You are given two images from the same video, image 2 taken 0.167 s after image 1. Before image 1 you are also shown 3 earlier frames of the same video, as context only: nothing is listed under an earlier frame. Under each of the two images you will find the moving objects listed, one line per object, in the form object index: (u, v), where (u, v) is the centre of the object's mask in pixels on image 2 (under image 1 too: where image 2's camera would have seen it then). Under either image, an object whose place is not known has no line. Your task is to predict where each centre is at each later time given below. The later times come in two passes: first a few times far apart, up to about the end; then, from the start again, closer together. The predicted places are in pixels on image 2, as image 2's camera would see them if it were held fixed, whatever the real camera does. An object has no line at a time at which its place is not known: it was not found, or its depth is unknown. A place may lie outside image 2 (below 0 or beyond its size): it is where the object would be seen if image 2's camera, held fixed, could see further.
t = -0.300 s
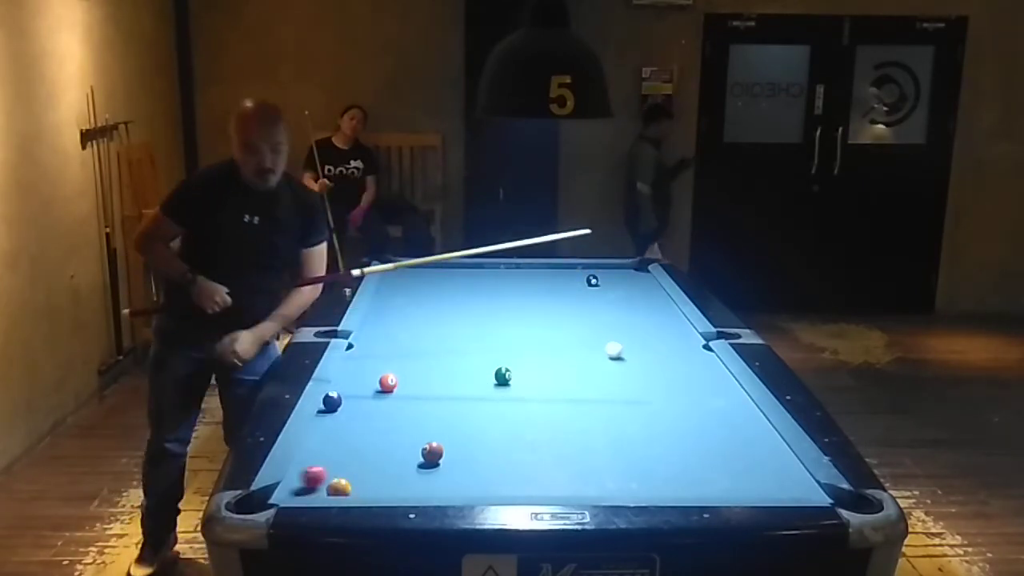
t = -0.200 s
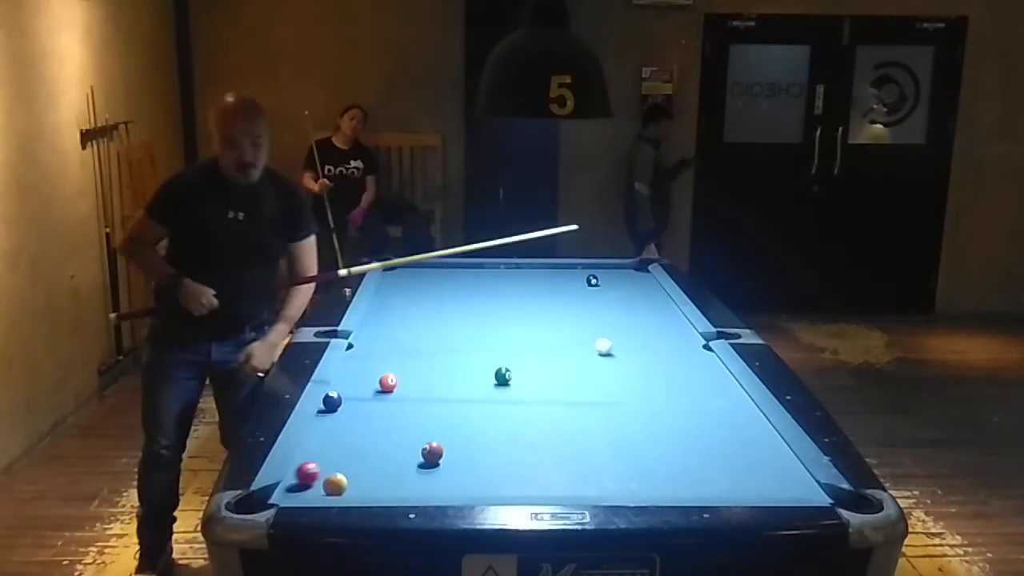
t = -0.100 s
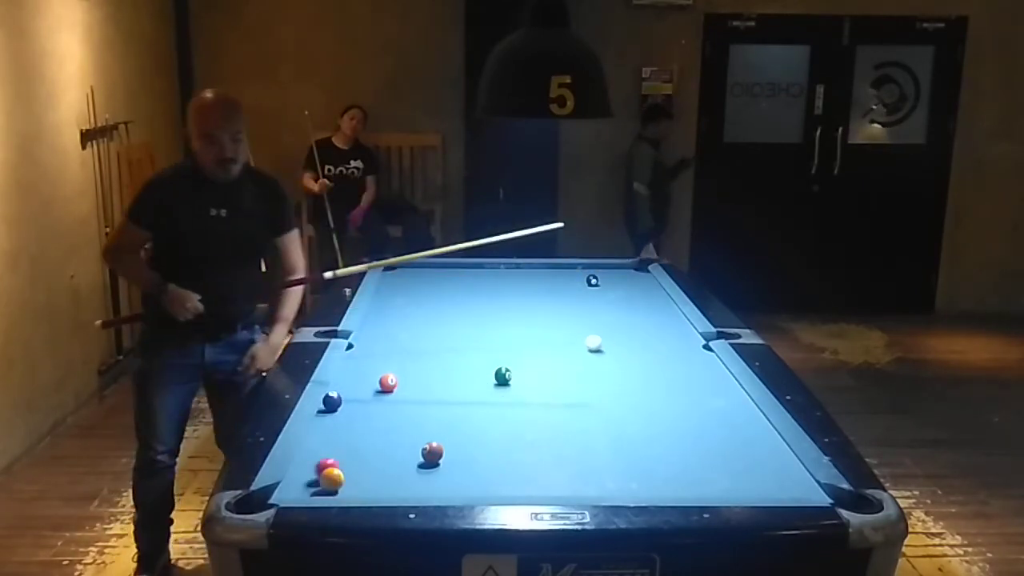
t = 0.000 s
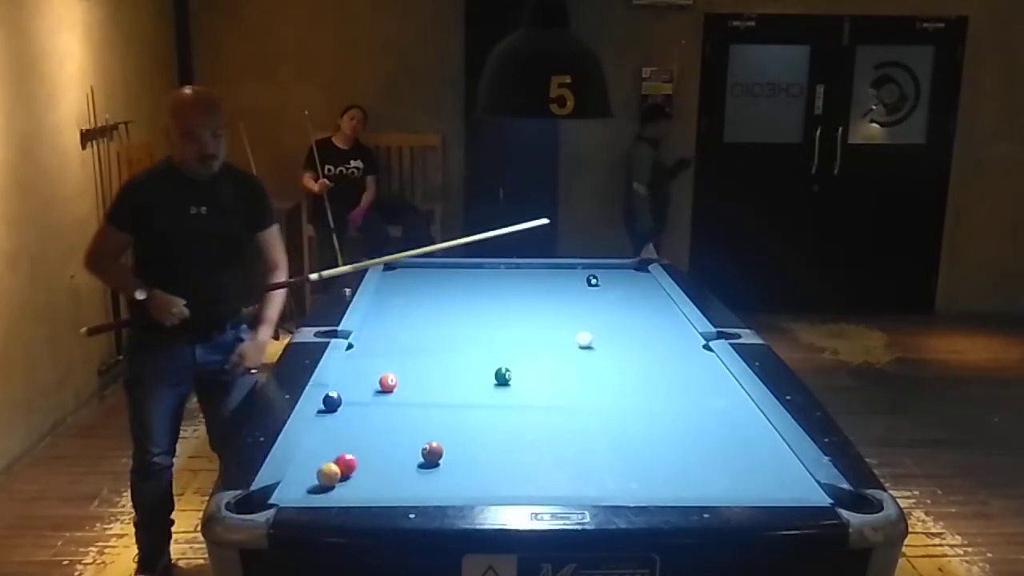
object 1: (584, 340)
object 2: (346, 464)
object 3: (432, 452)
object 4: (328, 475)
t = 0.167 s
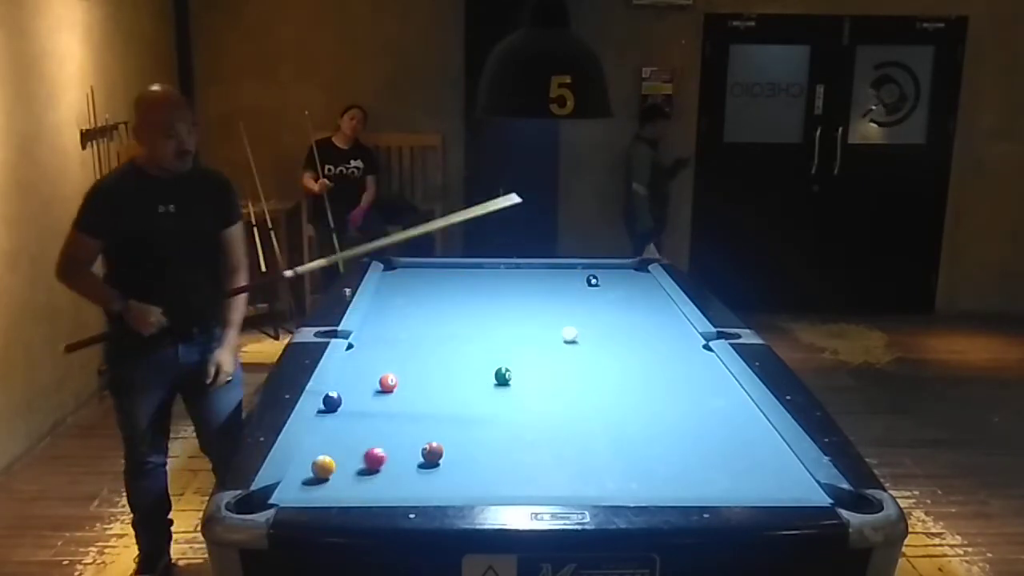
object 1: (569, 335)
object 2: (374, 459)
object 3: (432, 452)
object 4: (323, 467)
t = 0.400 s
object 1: (550, 328)
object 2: (411, 450)
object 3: (433, 452)
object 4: (316, 457)
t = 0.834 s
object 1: (519, 317)
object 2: (437, 435)
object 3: (464, 455)
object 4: (316, 445)
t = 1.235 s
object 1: (494, 308)
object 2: (455, 424)
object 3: (488, 457)
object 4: (325, 439)
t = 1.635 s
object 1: (474, 301)
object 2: (470, 415)
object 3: (505, 458)
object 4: (329, 436)
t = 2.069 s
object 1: (455, 294)
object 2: (483, 408)
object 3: (518, 459)
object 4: (330, 434)
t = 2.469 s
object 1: (441, 288)
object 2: (491, 404)
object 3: (525, 459)
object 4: (330, 434)
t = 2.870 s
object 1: (430, 284)
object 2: (496, 401)
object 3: (526, 459)
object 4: (330, 434)
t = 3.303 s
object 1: (421, 280)
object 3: (526, 459)
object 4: (330, 434)
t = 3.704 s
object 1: (414, 278)
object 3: (526, 459)
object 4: (330, 434)
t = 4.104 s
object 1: (409, 276)
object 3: (526, 459)
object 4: (330, 434)
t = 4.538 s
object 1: (406, 275)
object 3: (526, 459)
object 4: (330, 434)
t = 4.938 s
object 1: (404, 274)
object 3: (526, 459)
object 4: (330, 434)
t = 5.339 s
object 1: (404, 274)
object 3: (526, 459)
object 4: (330, 434)
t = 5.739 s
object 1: (404, 274)
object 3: (526, 459)
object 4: (330, 434)
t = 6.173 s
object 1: (404, 274)
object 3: (526, 459)
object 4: (330, 434)
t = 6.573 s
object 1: (404, 274)
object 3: (526, 459)
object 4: (330, 434)
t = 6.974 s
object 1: (404, 274)
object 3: (526, 459)
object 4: (330, 434)
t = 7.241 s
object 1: (404, 274)
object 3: (526, 459)
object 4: (330, 434)
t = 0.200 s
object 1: (566, 333)
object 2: (379, 457)
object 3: (432, 452)
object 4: (322, 465)
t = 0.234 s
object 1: (563, 332)
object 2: (385, 456)
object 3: (432, 452)
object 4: (321, 464)
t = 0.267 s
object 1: (561, 332)
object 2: (391, 455)
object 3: (432, 452)
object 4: (320, 462)
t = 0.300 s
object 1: (558, 330)
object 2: (396, 454)
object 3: (432, 452)
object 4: (319, 461)
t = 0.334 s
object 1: (555, 330)
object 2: (401, 453)
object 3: (432, 452)
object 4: (318, 460)
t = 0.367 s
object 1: (553, 329)
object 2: (406, 452)
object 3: (432, 452)
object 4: (317, 459)
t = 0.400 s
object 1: (550, 328)
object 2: (411, 450)
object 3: (433, 452)
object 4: (316, 457)
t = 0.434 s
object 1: (547, 327)
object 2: (413, 449)
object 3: (435, 452)
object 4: (316, 456)
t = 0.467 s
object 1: (545, 326)
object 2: (415, 448)
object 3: (438, 452)
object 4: (314, 455)
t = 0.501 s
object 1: (543, 325)
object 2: (417, 446)
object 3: (441, 453)
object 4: (314, 453)
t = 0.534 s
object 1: (540, 324)
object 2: (419, 445)
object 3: (443, 453)
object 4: (313, 452)
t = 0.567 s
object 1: (537, 323)
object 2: (421, 444)
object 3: (446, 453)
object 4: (312, 451)
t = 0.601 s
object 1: (535, 322)
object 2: (424, 443)
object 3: (448, 453)
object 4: (311, 450)
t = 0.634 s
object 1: (533, 321)
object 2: (426, 441)
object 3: (451, 454)
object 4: (310, 449)
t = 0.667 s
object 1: (530, 321)
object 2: (427, 440)
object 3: (453, 454)
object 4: (311, 448)
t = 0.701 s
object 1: (528, 320)
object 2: (429, 439)
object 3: (455, 454)
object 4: (312, 448)
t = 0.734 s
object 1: (525, 319)
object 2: (431, 438)
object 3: (458, 454)
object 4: (313, 447)
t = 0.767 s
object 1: (523, 318)
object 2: (433, 437)
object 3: (460, 454)
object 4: (314, 446)
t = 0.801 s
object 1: (521, 318)
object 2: (435, 436)
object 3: (462, 454)
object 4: (315, 446)
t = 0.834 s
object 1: (519, 317)
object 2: (437, 435)
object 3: (464, 455)
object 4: (316, 445)
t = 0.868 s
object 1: (516, 316)
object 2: (438, 434)
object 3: (467, 455)
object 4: (317, 444)
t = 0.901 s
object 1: (514, 315)
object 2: (440, 433)
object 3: (469, 455)
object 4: (318, 444)
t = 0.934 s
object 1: (512, 314)
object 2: (442, 432)
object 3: (471, 455)
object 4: (319, 443)
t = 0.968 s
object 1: (510, 314)
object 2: (443, 431)
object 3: (473, 455)
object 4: (320, 443)
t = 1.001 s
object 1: (508, 313)
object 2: (445, 430)
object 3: (475, 455)
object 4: (321, 443)
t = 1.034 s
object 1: (506, 313)
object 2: (447, 429)
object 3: (477, 456)
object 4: (321, 442)
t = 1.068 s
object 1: (504, 311)
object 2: (448, 428)
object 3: (479, 456)
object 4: (322, 442)
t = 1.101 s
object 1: (502, 311)
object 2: (449, 427)
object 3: (481, 456)
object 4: (322, 441)
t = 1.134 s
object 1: (500, 310)
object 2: (451, 426)
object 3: (482, 456)
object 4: (323, 441)
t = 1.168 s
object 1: (498, 309)
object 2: (453, 425)
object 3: (484, 456)
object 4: (324, 440)
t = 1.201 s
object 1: (496, 309)
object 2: (454, 425)
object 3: (486, 456)
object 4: (324, 440)
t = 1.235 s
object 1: (494, 308)
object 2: (455, 424)
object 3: (488, 457)
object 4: (325, 439)
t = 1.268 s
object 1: (492, 307)
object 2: (457, 423)
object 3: (489, 457)
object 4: (326, 439)
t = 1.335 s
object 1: (489, 306)
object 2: (460, 422)
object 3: (493, 457)
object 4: (327, 438)
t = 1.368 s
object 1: (487, 305)
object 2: (461, 421)
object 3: (494, 457)
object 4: (327, 438)
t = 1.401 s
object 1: (485, 305)
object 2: (462, 420)
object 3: (496, 458)
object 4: (327, 437)
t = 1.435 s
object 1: (483, 304)
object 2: (463, 419)
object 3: (497, 457)
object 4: (328, 437)
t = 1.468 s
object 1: (482, 304)
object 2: (465, 419)
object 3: (499, 458)
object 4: (328, 437)
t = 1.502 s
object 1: (480, 303)
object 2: (466, 418)
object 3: (500, 458)
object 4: (328, 437)
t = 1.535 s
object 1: (479, 302)
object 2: (467, 417)
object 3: (502, 458)
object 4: (329, 436)
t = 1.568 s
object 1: (477, 302)
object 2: (468, 417)
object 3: (503, 458)
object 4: (329, 436)
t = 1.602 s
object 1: (475, 301)
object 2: (469, 416)
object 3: (504, 458)
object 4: (329, 436)
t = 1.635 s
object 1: (474, 301)
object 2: (470, 415)
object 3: (505, 458)
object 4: (329, 436)
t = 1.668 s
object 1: (472, 300)
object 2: (471, 415)
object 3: (507, 458)
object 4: (329, 435)
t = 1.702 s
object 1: (471, 299)
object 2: (473, 414)
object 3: (508, 458)
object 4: (329, 435)
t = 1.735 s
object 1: (469, 299)
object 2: (474, 413)
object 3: (509, 458)
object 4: (330, 435)
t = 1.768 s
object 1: (467, 298)
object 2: (475, 413)
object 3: (510, 458)
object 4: (330, 435)
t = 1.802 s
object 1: (466, 297)
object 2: (476, 413)
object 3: (511, 458)
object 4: (330, 434)
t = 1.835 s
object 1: (465, 297)
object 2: (476, 412)
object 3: (512, 458)
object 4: (330, 434)
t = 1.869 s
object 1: (463, 297)
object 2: (478, 412)
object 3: (513, 459)
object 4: (330, 434)
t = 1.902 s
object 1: (462, 296)
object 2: (479, 411)
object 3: (514, 458)
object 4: (330, 434)
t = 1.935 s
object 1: (461, 295)
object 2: (480, 410)
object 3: (515, 458)
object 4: (330, 434)
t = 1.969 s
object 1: (459, 295)
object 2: (481, 410)
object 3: (516, 459)
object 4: (330, 434)
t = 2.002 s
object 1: (458, 294)
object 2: (482, 409)
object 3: (517, 459)
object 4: (330, 434)
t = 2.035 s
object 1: (457, 294)
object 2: (482, 409)
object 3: (517, 459)
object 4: (330, 434)
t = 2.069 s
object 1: (455, 294)
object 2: (483, 408)
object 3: (518, 459)
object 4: (330, 434)
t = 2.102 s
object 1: (454, 293)
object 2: (484, 408)
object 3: (519, 459)
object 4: (330, 434)
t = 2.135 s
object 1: (453, 293)
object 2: (485, 407)
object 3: (520, 459)
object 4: (330, 434)
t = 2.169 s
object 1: (452, 292)
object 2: (486, 407)
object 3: (520, 459)
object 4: (330, 434)
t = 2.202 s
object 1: (450, 292)
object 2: (487, 406)
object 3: (521, 459)
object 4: (330, 434)
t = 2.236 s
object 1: (449, 291)
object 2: (487, 406)
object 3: (522, 459)
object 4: (330, 434)
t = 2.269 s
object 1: (448, 291)
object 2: (488, 405)
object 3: (522, 459)
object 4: (330, 434)
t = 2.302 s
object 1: (447, 291)
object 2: (488, 405)
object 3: (523, 459)
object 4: (330, 434)
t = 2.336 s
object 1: (446, 290)
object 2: (489, 405)
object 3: (523, 459)
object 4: (330, 434)
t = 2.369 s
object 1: (445, 290)
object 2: (490, 404)
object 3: (524, 459)
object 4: (330, 434)
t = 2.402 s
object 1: (444, 289)
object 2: (490, 404)
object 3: (524, 459)
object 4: (330, 434)
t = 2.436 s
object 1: (442, 289)
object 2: (491, 404)
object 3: (524, 459)
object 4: (330, 434)
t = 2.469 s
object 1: (441, 288)
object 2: (491, 404)
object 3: (525, 459)
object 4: (330, 434)
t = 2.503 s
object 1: (440, 288)
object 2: (491, 404)
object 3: (525, 459)
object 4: (330, 434)
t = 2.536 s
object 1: (439, 287)
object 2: (492, 403)
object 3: (525, 459)
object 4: (330, 434)
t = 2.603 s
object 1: (437, 287)
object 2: (493, 403)
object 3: (526, 459)
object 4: (330, 434)
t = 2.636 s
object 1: (436, 286)
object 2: (493, 403)
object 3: (526, 459)
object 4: (330, 434)
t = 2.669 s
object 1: (435, 286)
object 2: (494, 402)
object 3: (526, 459)
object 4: (330, 434)
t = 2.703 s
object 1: (434, 286)
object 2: (494, 402)
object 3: (526, 459)
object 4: (330, 434)
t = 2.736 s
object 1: (434, 285)
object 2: (494, 402)
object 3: (526, 459)
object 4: (330, 434)
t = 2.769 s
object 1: (433, 285)
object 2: (495, 401)
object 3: (526, 459)
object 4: (330, 434)
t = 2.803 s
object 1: (432, 285)
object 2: (495, 401)
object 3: (526, 459)
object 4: (330, 434)
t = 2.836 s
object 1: (431, 284)
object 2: (495, 401)
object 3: (526, 459)
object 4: (330, 434)
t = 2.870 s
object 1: (430, 284)
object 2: (496, 401)
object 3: (526, 459)
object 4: (330, 434)
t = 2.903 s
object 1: (429, 284)
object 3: (526, 459)
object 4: (330, 434)
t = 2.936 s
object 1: (429, 283)
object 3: (526, 459)
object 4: (330, 434)
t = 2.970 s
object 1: (428, 283)
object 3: (526, 459)
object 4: (330, 434)
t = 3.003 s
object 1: (427, 283)
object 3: (526, 459)
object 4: (330, 434)
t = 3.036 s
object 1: (426, 282)
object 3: (526, 459)
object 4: (330, 434)
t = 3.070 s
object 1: (425, 282)
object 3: (526, 459)
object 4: (330, 434)
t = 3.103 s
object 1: (425, 282)
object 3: (526, 459)
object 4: (330, 434)
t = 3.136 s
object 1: (424, 282)
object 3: (526, 459)
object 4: (330, 434)
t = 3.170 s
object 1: (423, 281)
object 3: (526, 459)
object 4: (330, 434)
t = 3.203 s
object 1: (423, 281)
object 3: (526, 459)
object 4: (330, 434)
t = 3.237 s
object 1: (422, 281)
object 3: (526, 459)
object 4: (330, 434)
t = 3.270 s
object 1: (421, 280)
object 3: (526, 459)
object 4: (330, 434)
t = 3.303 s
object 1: (421, 280)
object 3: (526, 459)
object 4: (330, 434)
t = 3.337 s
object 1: (420, 280)
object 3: (526, 459)
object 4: (330, 434)
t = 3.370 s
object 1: (420, 280)
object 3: (526, 459)
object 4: (330, 434)
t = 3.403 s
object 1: (419, 279)
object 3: (526, 459)
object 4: (330, 434)
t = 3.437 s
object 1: (418, 279)
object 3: (526, 459)
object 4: (330, 434)
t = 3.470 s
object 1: (418, 279)
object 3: (526, 459)
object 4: (330, 434)
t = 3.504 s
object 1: (417, 279)
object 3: (526, 459)
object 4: (330, 434)
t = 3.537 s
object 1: (417, 279)
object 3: (526, 459)
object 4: (330, 434)
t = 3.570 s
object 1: (416, 278)
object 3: (526, 459)
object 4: (330, 434)
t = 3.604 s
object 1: (416, 278)
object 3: (526, 459)
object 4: (330, 434)
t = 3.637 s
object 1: (415, 278)
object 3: (526, 459)
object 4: (330, 434)
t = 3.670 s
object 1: (414, 278)
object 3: (526, 459)
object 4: (330, 434)
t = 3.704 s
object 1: (414, 278)
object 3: (526, 459)
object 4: (330, 434)
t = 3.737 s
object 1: (413, 277)
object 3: (526, 459)
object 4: (330, 434)
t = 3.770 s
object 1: (413, 277)
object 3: (526, 459)
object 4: (330, 434)
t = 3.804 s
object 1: (413, 277)
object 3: (526, 459)
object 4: (330, 434)
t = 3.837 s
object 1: (412, 277)
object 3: (526, 459)
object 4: (330, 434)
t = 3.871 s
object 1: (412, 277)
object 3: (526, 459)
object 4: (330, 434)
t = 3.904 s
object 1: (412, 277)
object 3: (526, 459)
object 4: (330, 434)
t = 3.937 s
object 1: (411, 277)
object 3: (526, 459)
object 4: (330, 434)
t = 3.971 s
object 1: (411, 276)
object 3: (526, 459)
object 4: (330, 434)
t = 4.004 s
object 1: (411, 276)
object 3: (526, 459)
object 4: (330, 434)
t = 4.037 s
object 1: (410, 276)
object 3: (526, 459)
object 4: (330, 434)
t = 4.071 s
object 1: (410, 276)
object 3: (526, 459)
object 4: (330, 434)
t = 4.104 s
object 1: (409, 276)
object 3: (526, 459)
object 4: (330, 434)
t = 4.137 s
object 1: (409, 276)
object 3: (526, 459)
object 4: (330, 434)
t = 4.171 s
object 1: (408, 276)
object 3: (526, 459)
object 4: (330, 434)
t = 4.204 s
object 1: (408, 275)
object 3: (526, 459)
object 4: (330, 434)
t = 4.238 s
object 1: (408, 276)
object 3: (526, 459)
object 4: (330, 434)
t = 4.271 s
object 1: (407, 275)
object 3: (526, 459)
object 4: (330, 434)
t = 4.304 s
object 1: (407, 275)
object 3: (526, 459)
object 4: (330, 434)
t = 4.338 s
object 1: (407, 275)
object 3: (526, 459)
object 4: (330, 434)
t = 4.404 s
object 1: (406, 275)
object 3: (526, 459)
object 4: (330, 434)
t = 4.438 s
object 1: (406, 275)
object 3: (526, 459)
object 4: (330, 434)
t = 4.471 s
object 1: (406, 275)
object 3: (526, 459)
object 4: (330, 434)
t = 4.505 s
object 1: (406, 275)
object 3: (526, 459)
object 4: (330, 434)
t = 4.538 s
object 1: (406, 275)
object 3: (526, 459)
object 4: (330, 434)
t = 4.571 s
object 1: (405, 275)
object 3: (526, 459)
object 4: (330, 434)
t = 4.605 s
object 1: (405, 275)
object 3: (526, 459)
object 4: (330, 434)
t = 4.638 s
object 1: (405, 275)
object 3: (526, 459)
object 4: (330, 434)
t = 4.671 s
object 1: (405, 275)
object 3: (526, 459)
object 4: (330, 434)
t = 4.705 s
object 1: (405, 275)
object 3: (526, 459)
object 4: (330, 434)
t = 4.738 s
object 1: (405, 275)
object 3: (526, 459)
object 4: (330, 434)
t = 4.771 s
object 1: (405, 275)
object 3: (526, 459)
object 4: (330, 434)
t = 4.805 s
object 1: (404, 275)
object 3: (526, 459)
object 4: (330, 434)
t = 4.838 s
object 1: (404, 274)
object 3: (526, 459)
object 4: (330, 434)
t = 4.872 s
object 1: (404, 274)
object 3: (526, 459)
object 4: (330, 434)
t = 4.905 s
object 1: (404, 274)
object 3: (526, 459)
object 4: (330, 434)
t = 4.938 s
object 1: (404, 274)
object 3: (526, 459)
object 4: (330, 434)
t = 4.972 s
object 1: (404, 274)
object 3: (526, 459)
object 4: (330, 434)
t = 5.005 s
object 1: (404, 274)
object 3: (526, 459)
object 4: (330, 434)
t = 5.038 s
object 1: (404, 274)
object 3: (526, 459)
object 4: (330, 434)
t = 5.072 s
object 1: (404, 274)
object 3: (526, 459)
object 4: (330, 434)
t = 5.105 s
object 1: (404, 274)
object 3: (526, 459)
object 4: (330, 434)
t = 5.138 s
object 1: (404, 274)
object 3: (526, 459)
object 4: (330, 434)
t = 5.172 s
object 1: (404, 274)
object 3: (526, 459)
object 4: (330, 434)
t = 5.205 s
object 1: (404, 274)
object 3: (526, 459)
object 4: (330, 434)
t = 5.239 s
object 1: (404, 274)
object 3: (526, 459)
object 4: (330, 434)
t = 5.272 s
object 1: (404, 274)
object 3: (526, 459)
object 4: (330, 434)
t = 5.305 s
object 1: (404, 274)
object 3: (526, 459)
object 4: (330, 434)
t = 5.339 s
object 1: (404, 274)
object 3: (526, 459)
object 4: (330, 434)
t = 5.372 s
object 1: (404, 274)
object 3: (526, 459)
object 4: (330, 434)
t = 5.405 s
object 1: (404, 274)
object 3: (526, 459)
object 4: (330, 434)
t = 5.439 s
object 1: (404, 274)
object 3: (526, 459)
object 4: (330, 434)
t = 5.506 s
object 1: (404, 274)
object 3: (526, 459)
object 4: (330, 434)
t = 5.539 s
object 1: (404, 274)
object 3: (526, 459)
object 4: (330, 434)
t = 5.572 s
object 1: (404, 274)
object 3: (526, 459)
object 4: (330, 434)
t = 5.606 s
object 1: (404, 274)
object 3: (526, 459)
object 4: (330, 434)
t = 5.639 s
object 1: (404, 274)
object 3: (526, 459)
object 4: (330, 434)
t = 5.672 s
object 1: (404, 274)
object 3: (526, 459)
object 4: (330, 434)
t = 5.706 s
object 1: (404, 274)
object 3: (526, 459)
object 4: (330, 434)
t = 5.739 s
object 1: (404, 274)
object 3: (526, 459)
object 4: (330, 434)
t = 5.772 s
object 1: (404, 274)
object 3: (526, 459)
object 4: (330, 434)
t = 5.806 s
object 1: (404, 274)
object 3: (526, 459)
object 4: (330, 434)
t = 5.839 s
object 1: (404, 274)
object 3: (526, 459)
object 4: (330, 434)
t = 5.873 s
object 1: (404, 274)
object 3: (526, 459)
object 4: (330, 434)
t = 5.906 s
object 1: (404, 274)
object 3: (526, 459)
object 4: (330, 434)
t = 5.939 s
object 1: (404, 274)
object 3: (526, 459)
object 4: (330, 434)
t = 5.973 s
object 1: (404, 274)
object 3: (526, 459)
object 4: (330, 434)
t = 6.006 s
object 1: (404, 274)
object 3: (526, 459)
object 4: (330, 434)
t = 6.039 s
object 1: (404, 274)
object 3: (526, 459)
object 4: (330, 434)
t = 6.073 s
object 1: (404, 274)
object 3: (526, 459)
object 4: (330, 434)
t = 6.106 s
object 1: (404, 274)
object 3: (526, 459)
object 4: (330, 434)
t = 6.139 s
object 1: (404, 274)
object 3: (526, 459)
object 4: (330, 434)
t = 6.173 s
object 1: (404, 274)
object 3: (526, 459)
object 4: (330, 434)
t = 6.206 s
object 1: (404, 274)
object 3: (526, 459)
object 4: (330, 434)
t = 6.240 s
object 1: (404, 274)
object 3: (526, 459)
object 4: (330, 434)
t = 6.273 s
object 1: (404, 274)
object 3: (526, 459)
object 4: (330, 434)
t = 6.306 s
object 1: (404, 274)
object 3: (526, 459)
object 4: (330, 434)
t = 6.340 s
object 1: (404, 274)
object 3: (526, 459)
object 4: (330, 434)
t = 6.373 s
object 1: (404, 274)
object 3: (526, 459)
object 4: (330, 434)
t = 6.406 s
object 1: (404, 274)
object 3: (526, 459)
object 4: (330, 434)
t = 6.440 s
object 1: (404, 274)
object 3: (526, 459)
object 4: (330, 434)
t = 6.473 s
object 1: (404, 274)
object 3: (526, 459)
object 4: (330, 434)
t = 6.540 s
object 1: (404, 274)
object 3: (526, 459)
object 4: (330, 434)
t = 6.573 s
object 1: (404, 274)
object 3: (526, 459)
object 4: (330, 434)
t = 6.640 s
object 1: (404, 274)
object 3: (526, 459)
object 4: (330, 434)
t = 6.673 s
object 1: (404, 274)
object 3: (526, 459)
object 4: (330, 434)
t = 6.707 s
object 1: (404, 274)
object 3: (526, 459)
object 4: (330, 434)
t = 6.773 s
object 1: (404, 274)
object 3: (526, 459)
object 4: (330, 434)
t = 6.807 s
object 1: (404, 274)
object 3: (526, 459)
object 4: (330, 434)
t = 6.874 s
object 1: (404, 274)
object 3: (526, 459)
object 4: (330, 434)
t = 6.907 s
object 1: (404, 274)
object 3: (526, 459)
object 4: (330, 434)
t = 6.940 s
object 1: (404, 274)
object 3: (526, 459)
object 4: (330, 434)
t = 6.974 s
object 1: (404, 274)
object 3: (526, 459)
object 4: (330, 434)
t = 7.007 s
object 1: (404, 274)
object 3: (526, 459)
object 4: (330, 434)
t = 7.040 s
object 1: (404, 274)
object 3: (526, 459)
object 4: (330, 434)
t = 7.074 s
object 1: (404, 274)
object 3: (526, 459)
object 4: (330, 434)
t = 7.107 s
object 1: (404, 274)
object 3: (526, 459)
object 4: (330, 434)
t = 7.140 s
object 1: (404, 274)
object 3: (526, 459)
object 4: (330, 434)
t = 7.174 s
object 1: (404, 274)
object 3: (526, 459)
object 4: (330, 434)
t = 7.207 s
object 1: (404, 274)
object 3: (526, 459)
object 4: (330, 434)
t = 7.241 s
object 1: (404, 274)
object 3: (526, 459)
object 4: (330, 434)
